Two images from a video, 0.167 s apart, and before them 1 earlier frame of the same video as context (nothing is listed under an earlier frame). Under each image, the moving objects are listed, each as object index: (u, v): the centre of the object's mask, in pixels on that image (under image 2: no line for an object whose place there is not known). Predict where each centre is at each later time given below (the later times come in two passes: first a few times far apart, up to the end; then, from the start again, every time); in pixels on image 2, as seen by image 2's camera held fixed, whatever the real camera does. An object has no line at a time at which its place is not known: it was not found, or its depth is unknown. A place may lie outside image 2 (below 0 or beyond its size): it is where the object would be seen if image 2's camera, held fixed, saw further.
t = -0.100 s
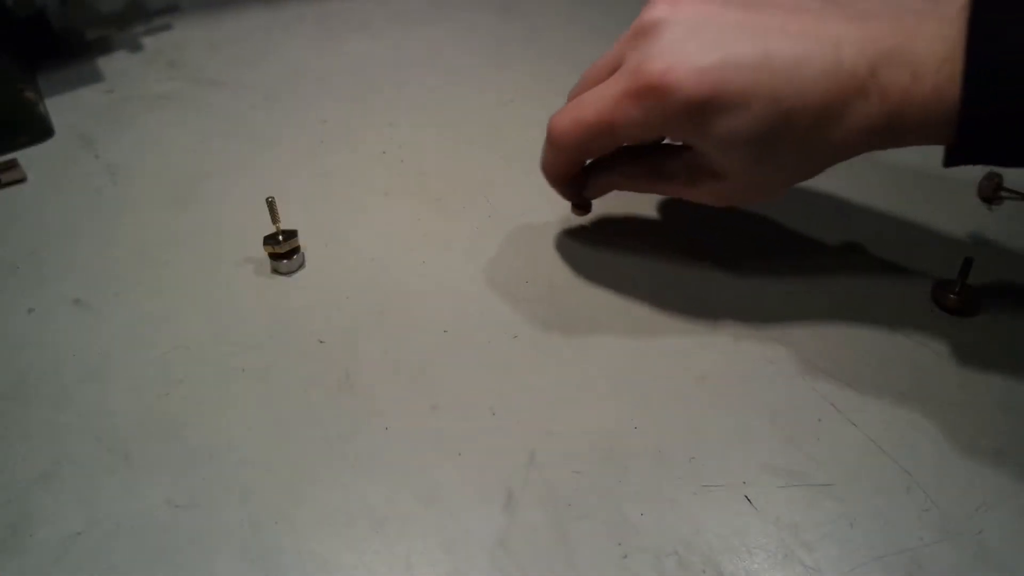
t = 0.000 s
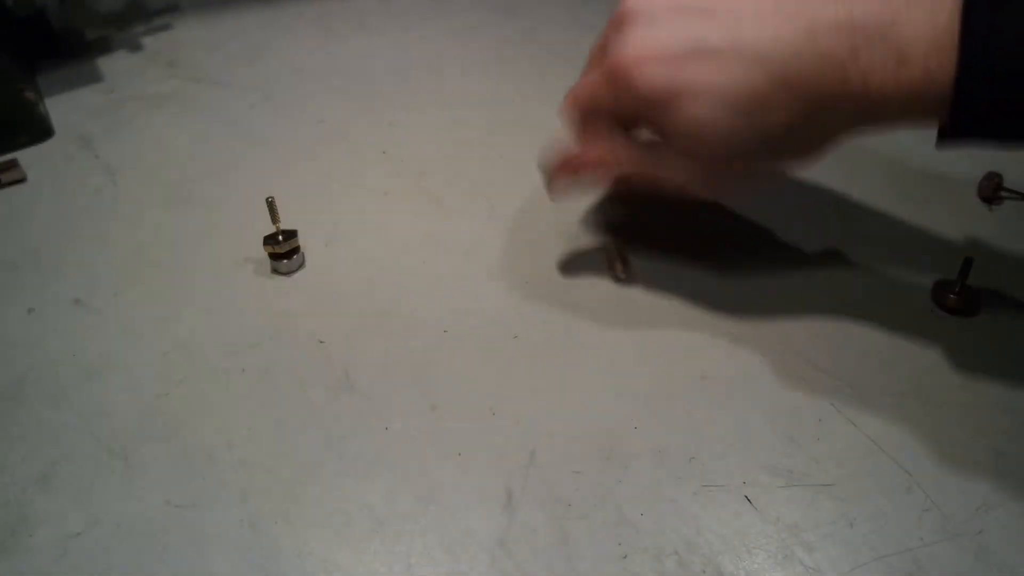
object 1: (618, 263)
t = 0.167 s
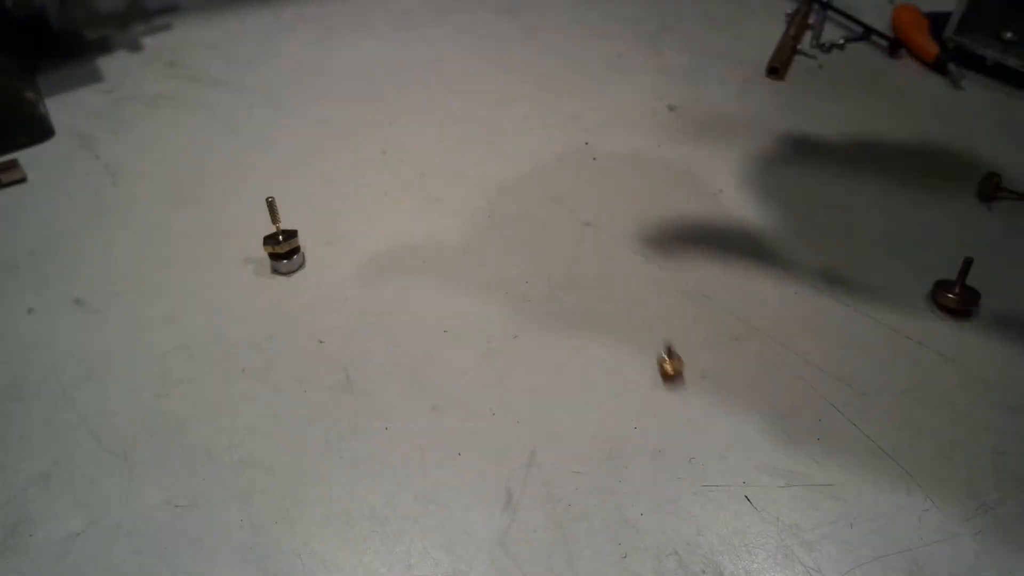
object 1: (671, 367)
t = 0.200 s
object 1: (676, 386)
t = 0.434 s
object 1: (669, 499)
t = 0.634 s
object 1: (616, 538)
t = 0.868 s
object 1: (535, 531)
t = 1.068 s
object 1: (488, 475)
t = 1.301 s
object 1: (492, 411)
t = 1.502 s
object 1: (532, 376)
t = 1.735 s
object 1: (601, 369)
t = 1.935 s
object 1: (655, 394)
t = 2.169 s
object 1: (689, 450)
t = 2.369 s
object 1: (681, 495)
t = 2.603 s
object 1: (634, 529)
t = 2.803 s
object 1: (581, 528)
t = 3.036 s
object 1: (532, 494)
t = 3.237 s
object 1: (518, 454)
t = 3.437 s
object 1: (529, 420)
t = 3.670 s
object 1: (562, 397)
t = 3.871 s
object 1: (599, 394)
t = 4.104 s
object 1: (638, 412)
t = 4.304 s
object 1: (657, 439)
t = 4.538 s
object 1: (659, 474)
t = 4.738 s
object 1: (642, 498)
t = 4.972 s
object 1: (607, 507)
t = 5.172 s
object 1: (576, 498)
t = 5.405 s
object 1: (552, 474)
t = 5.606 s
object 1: (546, 450)
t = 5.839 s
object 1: (556, 423)
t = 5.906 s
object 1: (562, 417)
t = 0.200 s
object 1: (676, 386)
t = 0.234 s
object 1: (679, 407)
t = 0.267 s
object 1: (680, 427)
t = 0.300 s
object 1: (681, 444)
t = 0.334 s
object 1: (682, 460)
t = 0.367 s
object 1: (679, 475)
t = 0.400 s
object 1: (675, 488)
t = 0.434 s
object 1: (669, 499)
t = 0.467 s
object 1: (662, 509)
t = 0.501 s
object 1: (654, 517)
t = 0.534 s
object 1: (646, 524)
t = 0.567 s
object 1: (637, 530)
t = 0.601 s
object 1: (627, 535)
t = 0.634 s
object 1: (616, 538)
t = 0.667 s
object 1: (605, 540)
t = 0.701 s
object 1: (592, 541)
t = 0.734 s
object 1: (580, 541)
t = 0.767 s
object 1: (567, 540)
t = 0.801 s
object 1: (556, 538)
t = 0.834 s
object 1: (545, 536)
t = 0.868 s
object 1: (535, 531)
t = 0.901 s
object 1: (525, 524)
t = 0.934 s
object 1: (516, 517)
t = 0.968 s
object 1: (507, 507)
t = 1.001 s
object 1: (499, 496)
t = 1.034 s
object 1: (493, 486)
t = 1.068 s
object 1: (488, 475)
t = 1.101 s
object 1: (485, 465)
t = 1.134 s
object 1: (484, 454)
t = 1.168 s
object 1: (484, 445)
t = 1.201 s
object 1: (484, 436)
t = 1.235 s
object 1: (485, 428)
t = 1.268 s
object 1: (489, 419)
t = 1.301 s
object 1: (492, 411)
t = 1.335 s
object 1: (496, 404)
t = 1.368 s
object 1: (501, 397)
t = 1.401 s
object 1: (507, 392)
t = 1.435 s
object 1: (514, 385)
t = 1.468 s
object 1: (523, 380)
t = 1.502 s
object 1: (532, 376)
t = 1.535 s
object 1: (541, 373)
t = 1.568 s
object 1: (549, 371)
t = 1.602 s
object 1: (559, 369)
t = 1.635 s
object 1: (571, 367)
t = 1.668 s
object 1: (581, 367)
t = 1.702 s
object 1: (591, 367)
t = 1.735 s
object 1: (601, 369)
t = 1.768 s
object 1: (610, 371)
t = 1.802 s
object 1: (618, 374)
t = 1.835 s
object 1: (627, 378)
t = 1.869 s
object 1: (637, 383)
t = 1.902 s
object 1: (646, 389)
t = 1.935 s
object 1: (655, 394)
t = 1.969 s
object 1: (662, 401)
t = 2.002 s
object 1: (668, 408)
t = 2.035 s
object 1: (674, 415)
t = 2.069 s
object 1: (679, 424)
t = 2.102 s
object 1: (683, 433)
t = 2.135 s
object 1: (687, 442)
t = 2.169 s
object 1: (689, 450)
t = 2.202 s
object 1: (690, 458)
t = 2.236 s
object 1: (689, 466)
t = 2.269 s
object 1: (688, 473)
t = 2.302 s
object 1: (687, 481)
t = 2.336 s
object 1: (684, 488)
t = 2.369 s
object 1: (681, 495)
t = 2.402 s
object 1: (676, 502)
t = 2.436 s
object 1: (670, 508)
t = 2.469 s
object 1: (664, 513)
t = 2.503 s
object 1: (657, 519)
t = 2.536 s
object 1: (649, 523)
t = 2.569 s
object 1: (643, 526)
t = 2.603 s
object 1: (634, 529)
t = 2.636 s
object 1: (625, 531)
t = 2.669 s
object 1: (617, 532)
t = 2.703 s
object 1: (609, 533)
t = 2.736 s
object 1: (601, 533)
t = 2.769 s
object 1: (591, 531)
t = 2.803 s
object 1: (581, 528)
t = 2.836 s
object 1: (572, 525)
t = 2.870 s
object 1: (564, 521)
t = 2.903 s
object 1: (557, 516)
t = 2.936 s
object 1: (551, 511)
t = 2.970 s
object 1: (545, 506)
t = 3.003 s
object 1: (538, 501)
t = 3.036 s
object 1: (532, 494)
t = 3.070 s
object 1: (527, 488)
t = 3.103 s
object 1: (524, 481)
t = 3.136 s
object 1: (521, 475)
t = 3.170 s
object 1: (520, 468)
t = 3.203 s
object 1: (518, 461)
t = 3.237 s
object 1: (518, 454)
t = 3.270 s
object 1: (519, 448)
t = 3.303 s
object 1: (520, 442)
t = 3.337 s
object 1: (521, 436)
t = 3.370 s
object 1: (523, 431)
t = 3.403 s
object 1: (526, 425)
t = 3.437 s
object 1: (529, 420)
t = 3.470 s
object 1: (532, 415)
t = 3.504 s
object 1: (537, 411)
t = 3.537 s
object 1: (541, 407)
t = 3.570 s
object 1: (547, 404)
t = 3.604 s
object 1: (552, 401)
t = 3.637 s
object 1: (557, 399)
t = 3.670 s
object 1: (562, 397)
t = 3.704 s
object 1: (569, 395)
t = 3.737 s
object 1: (575, 394)
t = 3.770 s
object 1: (581, 393)
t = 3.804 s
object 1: (587, 393)
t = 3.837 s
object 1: (593, 394)
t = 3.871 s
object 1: (599, 394)
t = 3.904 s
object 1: (605, 395)
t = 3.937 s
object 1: (610, 397)
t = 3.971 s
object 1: (616, 400)
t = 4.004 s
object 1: (623, 402)
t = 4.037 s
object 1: (628, 405)
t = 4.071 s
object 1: (632, 409)
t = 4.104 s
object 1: (638, 412)
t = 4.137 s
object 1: (642, 416)
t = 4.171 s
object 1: (646, 421)
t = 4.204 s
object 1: (649, 425)
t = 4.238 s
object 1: (651, 430)
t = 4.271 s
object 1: (654, 434)
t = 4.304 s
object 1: (657, 439)
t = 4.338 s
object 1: (659, 445)
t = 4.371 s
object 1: (660, 450)
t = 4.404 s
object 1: (661, 454)
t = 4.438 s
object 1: (659, 460)
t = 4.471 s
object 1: (661, 465)
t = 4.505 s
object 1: (661, 469)
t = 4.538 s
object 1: (659, 474)
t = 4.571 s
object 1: (657, 479)
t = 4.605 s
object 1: (655, 483)
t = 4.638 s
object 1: (652, 488)
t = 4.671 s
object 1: (649, 492)
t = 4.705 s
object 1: (646, 495)
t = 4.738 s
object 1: (642, 498)
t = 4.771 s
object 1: (638, 500)
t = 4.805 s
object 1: (633, 502)
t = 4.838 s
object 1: (628, 504)
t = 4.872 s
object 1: (623, 505)
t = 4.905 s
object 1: (617, 506)
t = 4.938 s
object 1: (612, 507)
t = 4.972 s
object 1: (607, 507)
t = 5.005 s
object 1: (601, 507)
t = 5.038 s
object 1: (596, 506)
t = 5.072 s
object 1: (590, 505)
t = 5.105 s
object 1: (585, 504)
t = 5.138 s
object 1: (581, 502)
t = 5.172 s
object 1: (576, 498)
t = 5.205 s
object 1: (572, 496)
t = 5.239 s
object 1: (567, 493)
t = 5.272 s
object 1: (564, 489)
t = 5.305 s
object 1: (560, 486)
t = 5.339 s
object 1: (557, 482)
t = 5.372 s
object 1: (554, 478)
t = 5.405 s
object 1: (552, 474)
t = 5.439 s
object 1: (550, 470)
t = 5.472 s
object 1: (548, 466)
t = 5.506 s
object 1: (547, 462)
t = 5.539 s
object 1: (547, 458)
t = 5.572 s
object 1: (546, 454)
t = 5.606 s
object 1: (546, 450)
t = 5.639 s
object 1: (547, 446)
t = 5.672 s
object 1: (547, 442)
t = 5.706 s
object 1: (548, 437)
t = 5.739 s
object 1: (549, 433)
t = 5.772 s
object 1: (551, 430)
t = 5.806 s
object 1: (554, 426)
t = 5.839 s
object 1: (556, 423)
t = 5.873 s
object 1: (559, 420)
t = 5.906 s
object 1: (562, 417)
